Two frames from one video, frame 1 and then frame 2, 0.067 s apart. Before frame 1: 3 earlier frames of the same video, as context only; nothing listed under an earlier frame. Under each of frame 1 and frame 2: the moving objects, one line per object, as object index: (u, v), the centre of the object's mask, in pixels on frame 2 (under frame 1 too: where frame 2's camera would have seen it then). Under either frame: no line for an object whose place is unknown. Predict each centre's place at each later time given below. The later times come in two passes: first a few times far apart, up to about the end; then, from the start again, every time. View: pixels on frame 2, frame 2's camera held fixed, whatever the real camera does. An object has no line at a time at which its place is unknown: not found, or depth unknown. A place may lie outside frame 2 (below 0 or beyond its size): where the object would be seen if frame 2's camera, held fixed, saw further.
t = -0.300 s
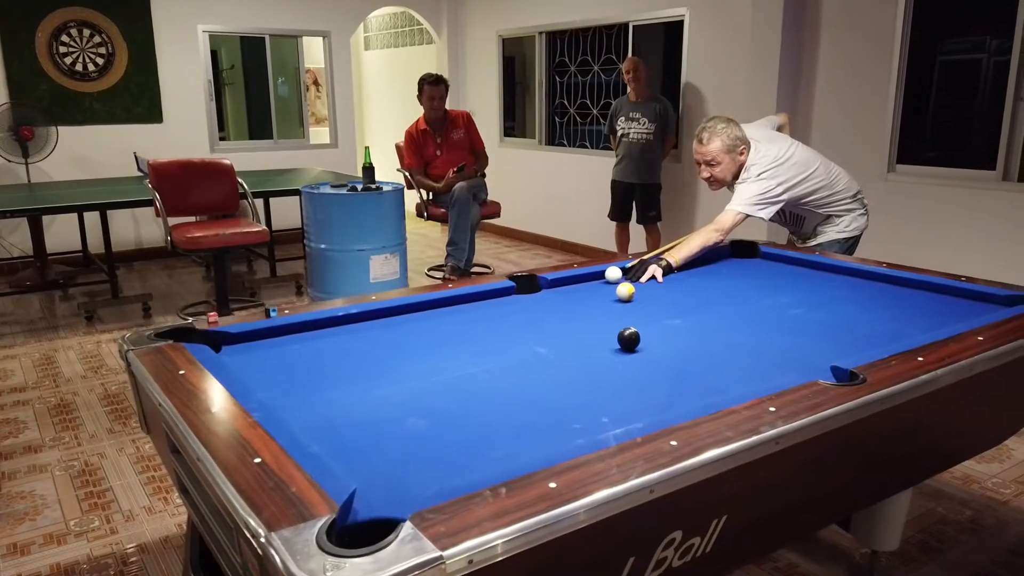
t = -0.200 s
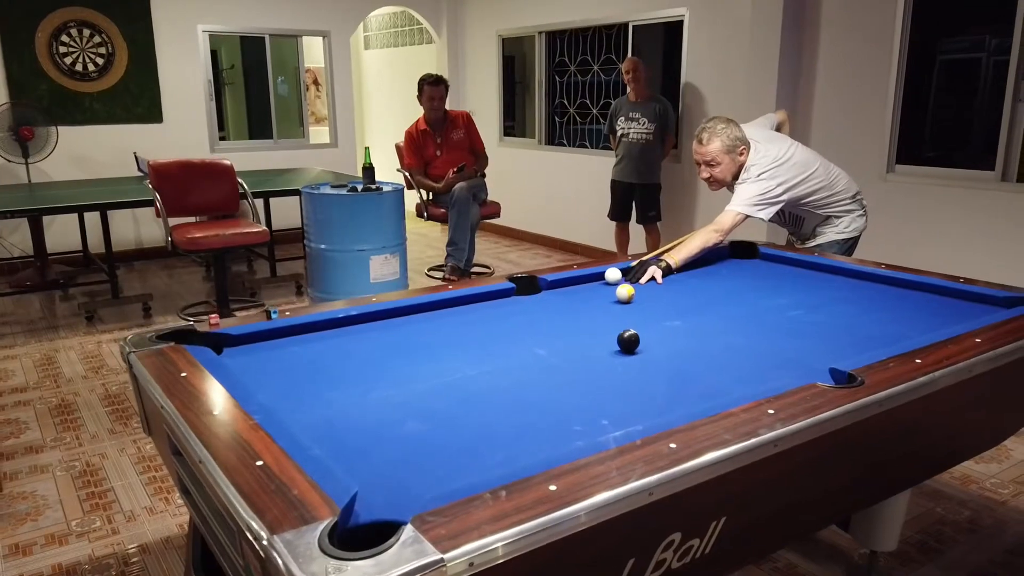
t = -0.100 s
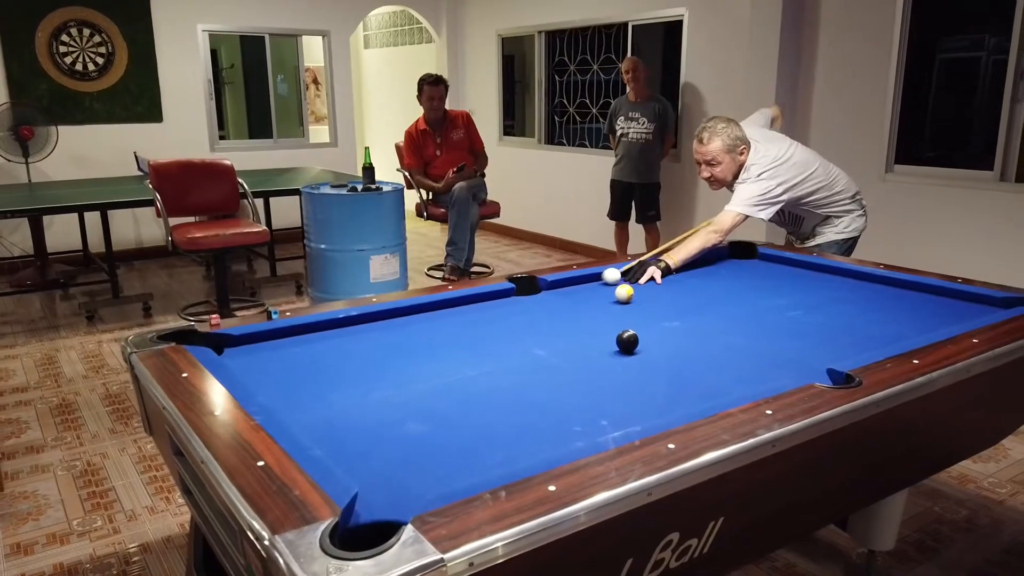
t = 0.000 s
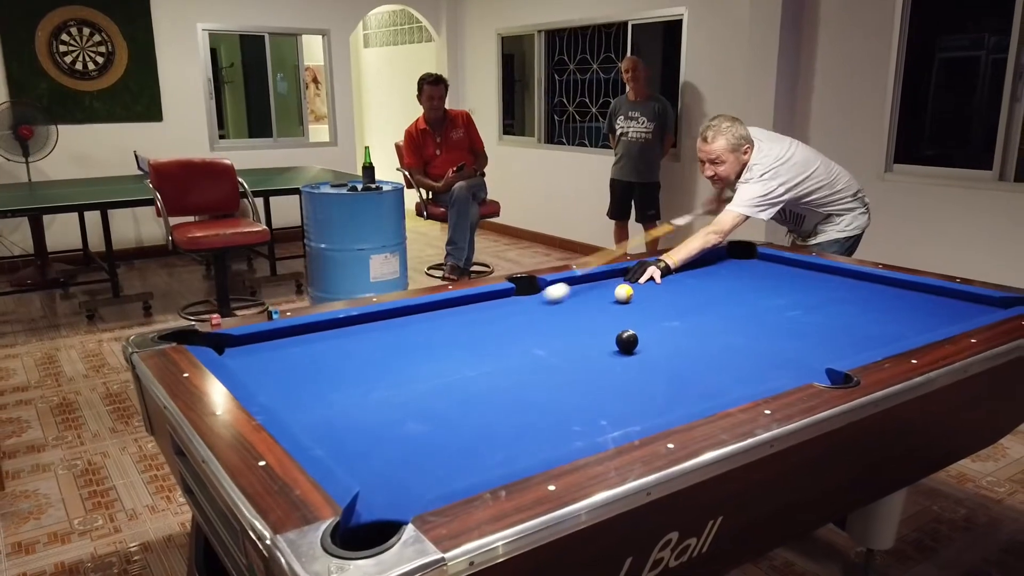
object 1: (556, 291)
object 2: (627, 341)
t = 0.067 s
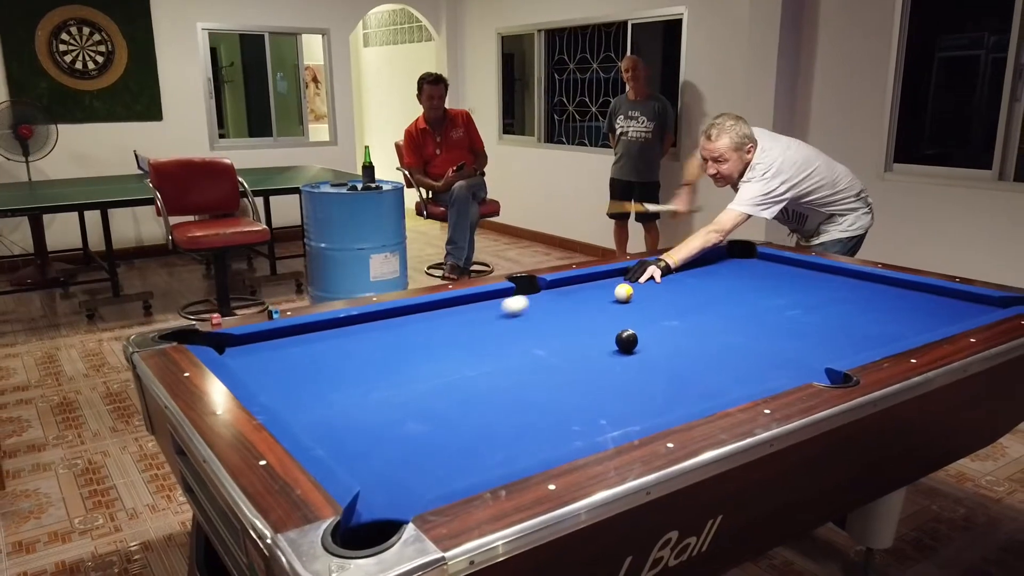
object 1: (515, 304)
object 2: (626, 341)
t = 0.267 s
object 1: (373, 348)
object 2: (627, 341)
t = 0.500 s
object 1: (358, 371)
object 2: (627, 341)
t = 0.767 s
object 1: (526, 352)
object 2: (627, 341)
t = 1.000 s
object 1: (618, 346)
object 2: (657, 335)
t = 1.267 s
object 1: (667, 349)
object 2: (725, 320)
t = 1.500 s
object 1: (709, 351)
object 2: (777, 309)
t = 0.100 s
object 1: (493, 311)
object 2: (627, 341)
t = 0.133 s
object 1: (471, 318)
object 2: (627, 341)
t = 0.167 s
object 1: (448, 325)
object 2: (627, 341)
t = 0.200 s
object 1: (425, 333)
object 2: (627, 341)
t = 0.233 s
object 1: (399, 340)
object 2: (627, 341)
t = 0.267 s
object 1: (373, 348)
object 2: (627, 341)
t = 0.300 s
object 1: (344, 358)
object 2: (627, 341)
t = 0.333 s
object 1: (314, 367)
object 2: (627, 341)
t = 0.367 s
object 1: (281, 377)
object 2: (627, 341)
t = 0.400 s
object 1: (277, 381)
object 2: (627, 341)
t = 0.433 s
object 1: (306, 378)
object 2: (627, 341)
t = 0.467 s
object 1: (333, 374)
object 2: (627, 341)
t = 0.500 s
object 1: (358, 371)
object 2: (627, 341)
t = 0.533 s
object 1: (382, 368)
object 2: (627, 341)
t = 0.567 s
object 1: (403, 366)
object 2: (627, 341)
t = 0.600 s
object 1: (425, 363)
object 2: (627, 341)
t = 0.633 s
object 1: (446, 361)
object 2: (627, 341)
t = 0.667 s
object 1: (466, 359)
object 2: (627, 341)
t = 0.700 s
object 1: (487, 356)
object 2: (627, 341)
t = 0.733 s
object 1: (507, 354)
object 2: (627, 341)
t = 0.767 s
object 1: (526, 352)
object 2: (627, 341)
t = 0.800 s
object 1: (545, 349)
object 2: (627, 341)
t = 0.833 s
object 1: (564, 347)
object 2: (627, 341)
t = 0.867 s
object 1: (582, 345)
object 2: (627, 341)
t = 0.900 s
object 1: (600, 343)
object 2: (627, 341)
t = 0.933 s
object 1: (610, 343)
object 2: (634, 339)
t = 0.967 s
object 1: (614, 345)
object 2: (646, 337)
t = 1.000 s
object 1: (618, 346)
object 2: (657, 335)
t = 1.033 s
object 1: (624, 346)
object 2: (667, 333)
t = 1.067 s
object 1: (630, 347)
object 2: (676, 330)
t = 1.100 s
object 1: (636, 347)
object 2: (685, 329)
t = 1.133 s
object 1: (642, 348)
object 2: (693, 327)
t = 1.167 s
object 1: (649, 348)
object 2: (701, 325)
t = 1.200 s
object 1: (655, 348)
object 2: (709, 324)
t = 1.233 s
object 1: (661, 348)
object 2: (717, 322)
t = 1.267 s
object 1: (667, 349)
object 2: (725, 320)
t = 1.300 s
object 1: (673, 349)
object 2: (733, 319)
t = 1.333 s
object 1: (679, 349)
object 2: (741, 317)
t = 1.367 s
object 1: (685, 350)
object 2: (748, 315)
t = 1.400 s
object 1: (691, 350)
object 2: (756, 314)
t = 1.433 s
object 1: (697, 351)
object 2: (763, 313)
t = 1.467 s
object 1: (703, 351)
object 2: (770, 311)
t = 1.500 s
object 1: (709, 351)
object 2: (777, 309)
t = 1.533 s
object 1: (715, 352)
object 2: (783, 309)
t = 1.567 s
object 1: (721, 352)
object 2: (790, 307)
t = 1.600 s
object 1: (726, 352)
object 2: (797, 305)
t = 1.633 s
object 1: (732, 353)
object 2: (803, 304)
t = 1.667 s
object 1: (738, 353)
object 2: (810, 303)
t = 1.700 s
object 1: (744, 353)
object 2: (816, 301)
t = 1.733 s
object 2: (822, 300)
